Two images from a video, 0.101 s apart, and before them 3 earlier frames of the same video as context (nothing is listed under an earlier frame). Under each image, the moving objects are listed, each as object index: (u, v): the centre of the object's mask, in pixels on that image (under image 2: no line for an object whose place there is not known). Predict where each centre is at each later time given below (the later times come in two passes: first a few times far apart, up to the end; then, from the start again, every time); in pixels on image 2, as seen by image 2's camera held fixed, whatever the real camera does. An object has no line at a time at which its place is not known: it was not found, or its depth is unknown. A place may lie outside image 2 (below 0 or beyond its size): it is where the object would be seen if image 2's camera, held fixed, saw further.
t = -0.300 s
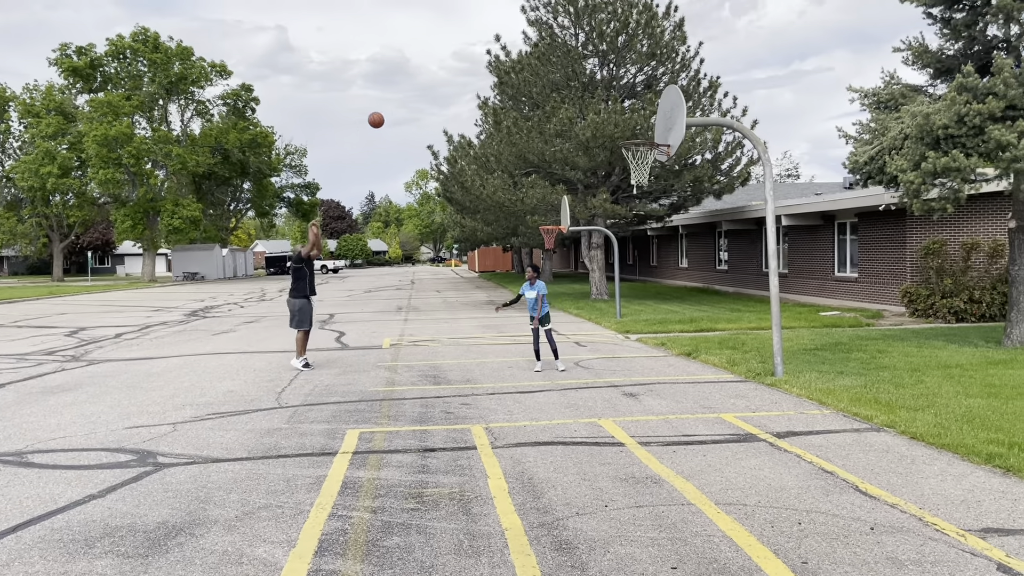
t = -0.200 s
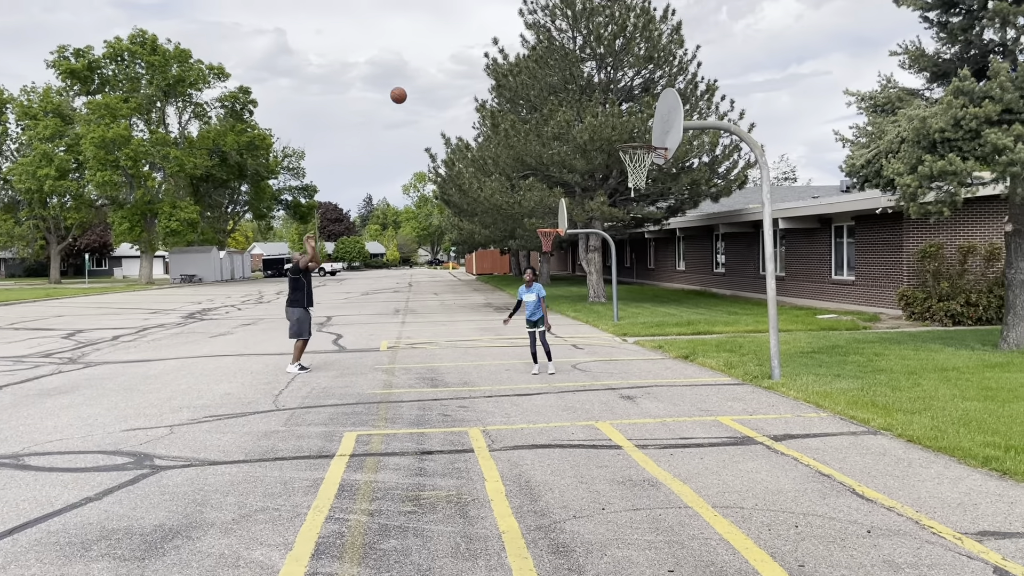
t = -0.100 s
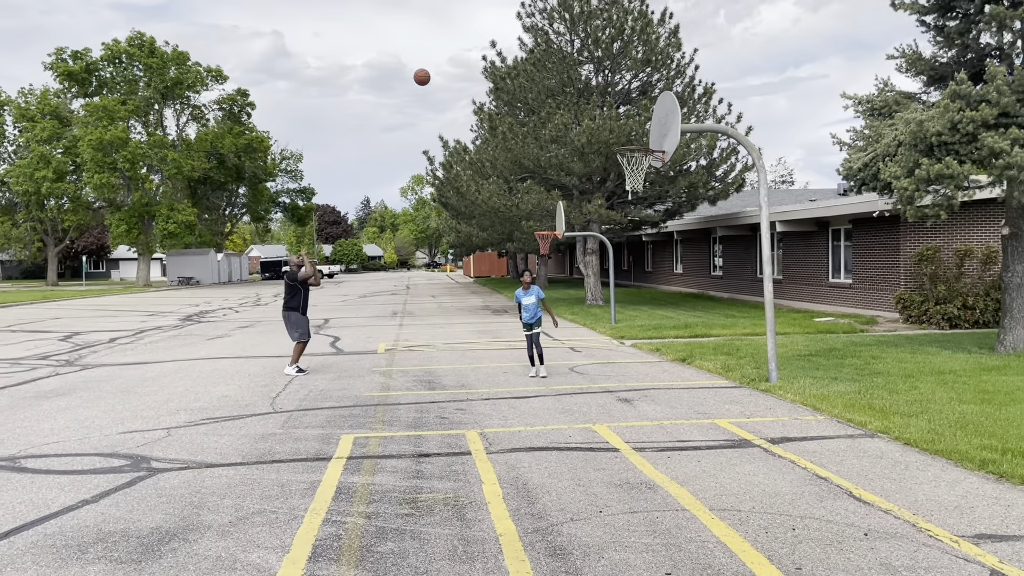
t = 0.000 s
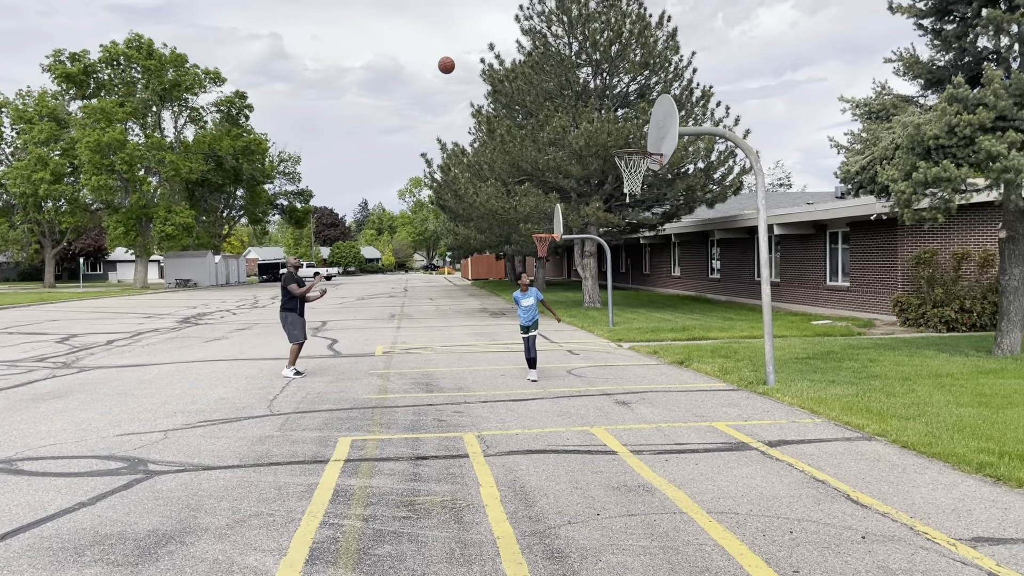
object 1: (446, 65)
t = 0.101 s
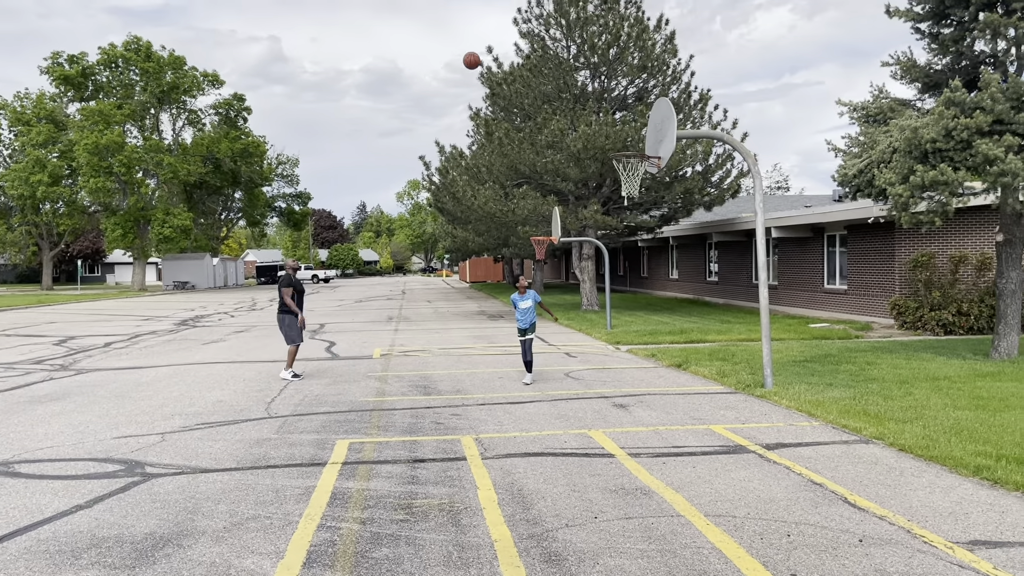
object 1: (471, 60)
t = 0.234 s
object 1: (508, 62)
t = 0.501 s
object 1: (586, 104)
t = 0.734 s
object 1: (639, 180)
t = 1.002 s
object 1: (624, 266)
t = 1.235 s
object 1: (613, 389)
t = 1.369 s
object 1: (589, 339)
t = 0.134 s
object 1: (480, 59)
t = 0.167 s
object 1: (490, 59)
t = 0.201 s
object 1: (499, 60)
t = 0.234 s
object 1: (508, 62)
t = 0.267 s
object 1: (518, 64)
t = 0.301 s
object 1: (527, 67)
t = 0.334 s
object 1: (537, 71)
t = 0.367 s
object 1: (547, 76)
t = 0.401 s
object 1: (557, 82)
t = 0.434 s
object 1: (567, 89)
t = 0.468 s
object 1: (576, 96)
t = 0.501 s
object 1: (586, 104)
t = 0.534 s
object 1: (596, 113)
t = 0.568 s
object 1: (606, 124)
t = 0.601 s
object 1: (617, 135)
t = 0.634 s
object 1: (628, 145)
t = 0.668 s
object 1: (637, 160)
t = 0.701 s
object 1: (640, 171)
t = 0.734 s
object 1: (639, 180)
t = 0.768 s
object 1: (637, 188)
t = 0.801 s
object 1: (635, 196)
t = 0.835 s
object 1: (633, 205)
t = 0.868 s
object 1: (631, 215)
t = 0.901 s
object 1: (629, 227)
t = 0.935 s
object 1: (627, 239)
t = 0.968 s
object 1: (625, 252)
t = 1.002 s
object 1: (624, 266)
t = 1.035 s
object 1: (622, 280)
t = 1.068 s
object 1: (620, 296)
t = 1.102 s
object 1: (619, 313)
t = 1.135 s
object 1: (617, 331)
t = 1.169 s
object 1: (616, 349)
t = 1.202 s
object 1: (614, 369)
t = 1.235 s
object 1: (613, 389)
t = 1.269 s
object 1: (608, 382)
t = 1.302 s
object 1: (601, 366)
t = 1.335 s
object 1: (595, 352)
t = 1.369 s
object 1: (589, 339)
